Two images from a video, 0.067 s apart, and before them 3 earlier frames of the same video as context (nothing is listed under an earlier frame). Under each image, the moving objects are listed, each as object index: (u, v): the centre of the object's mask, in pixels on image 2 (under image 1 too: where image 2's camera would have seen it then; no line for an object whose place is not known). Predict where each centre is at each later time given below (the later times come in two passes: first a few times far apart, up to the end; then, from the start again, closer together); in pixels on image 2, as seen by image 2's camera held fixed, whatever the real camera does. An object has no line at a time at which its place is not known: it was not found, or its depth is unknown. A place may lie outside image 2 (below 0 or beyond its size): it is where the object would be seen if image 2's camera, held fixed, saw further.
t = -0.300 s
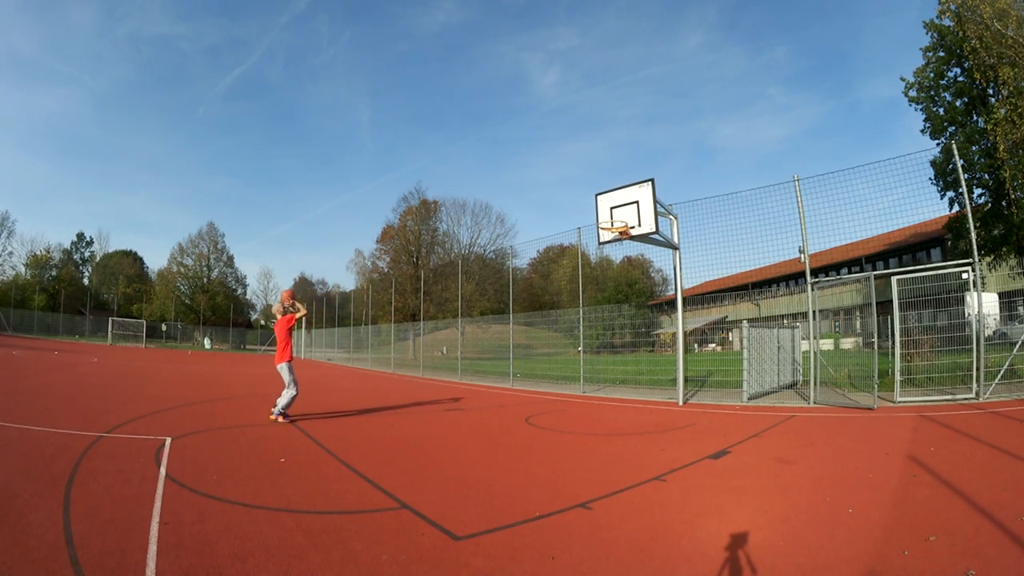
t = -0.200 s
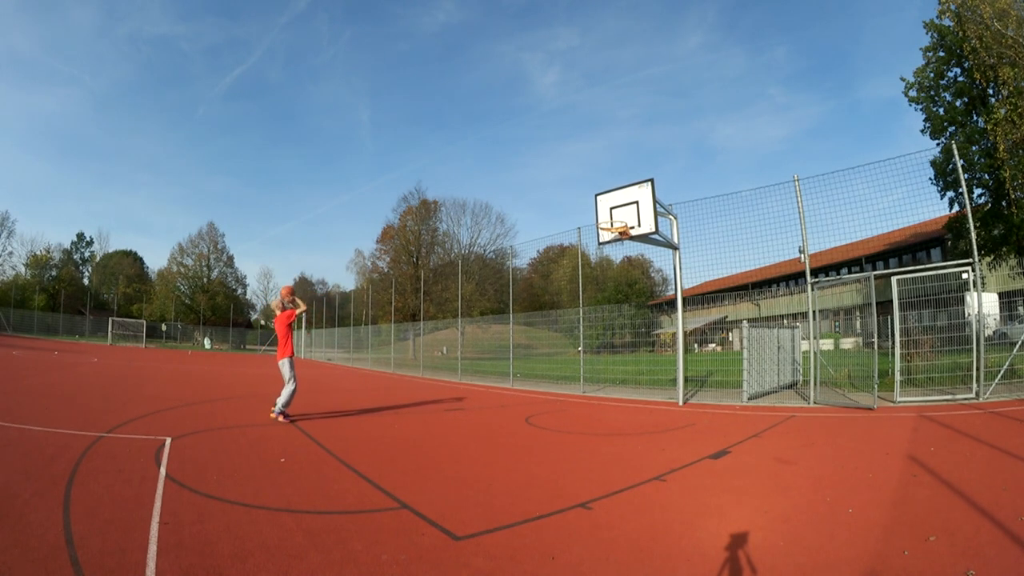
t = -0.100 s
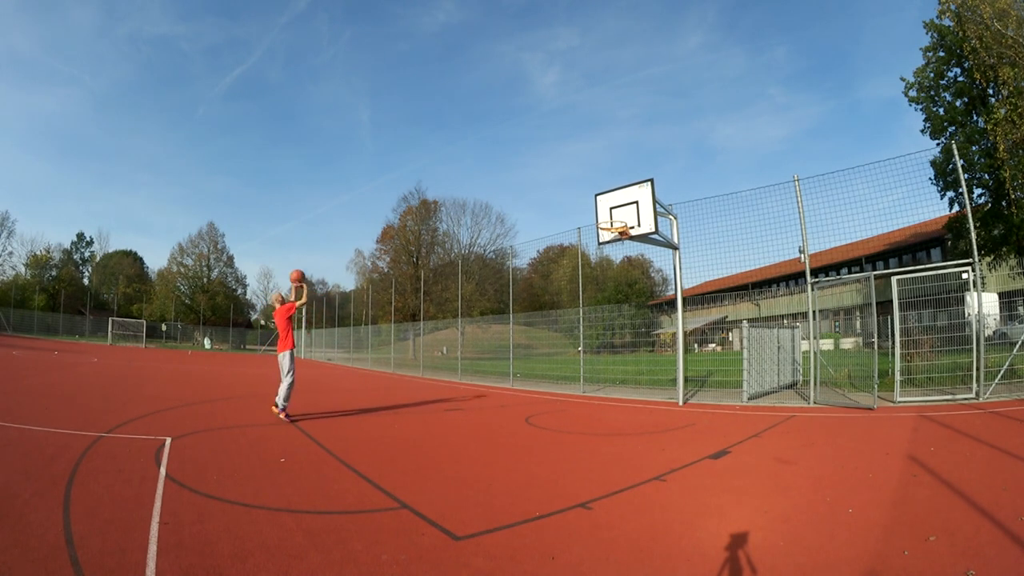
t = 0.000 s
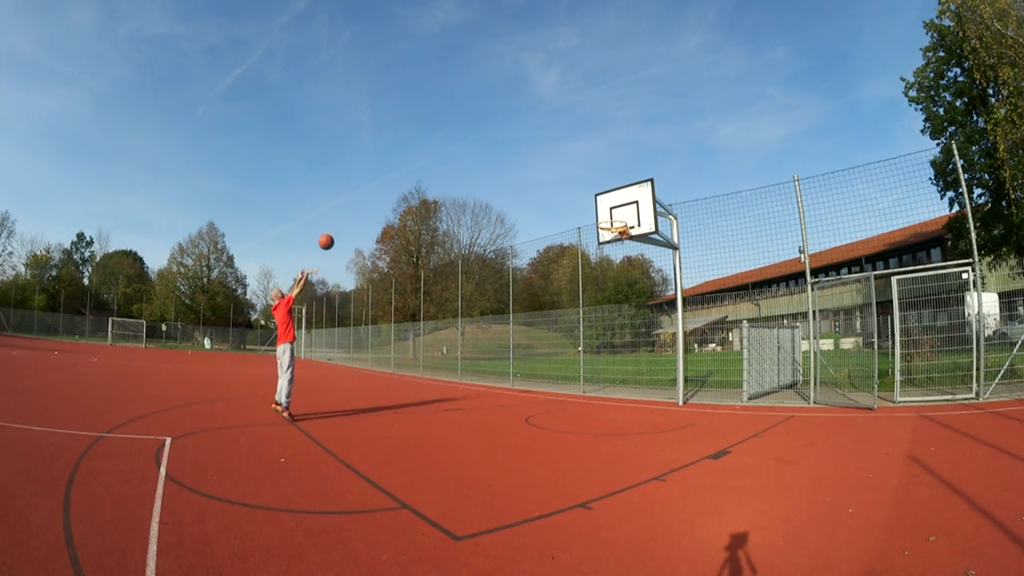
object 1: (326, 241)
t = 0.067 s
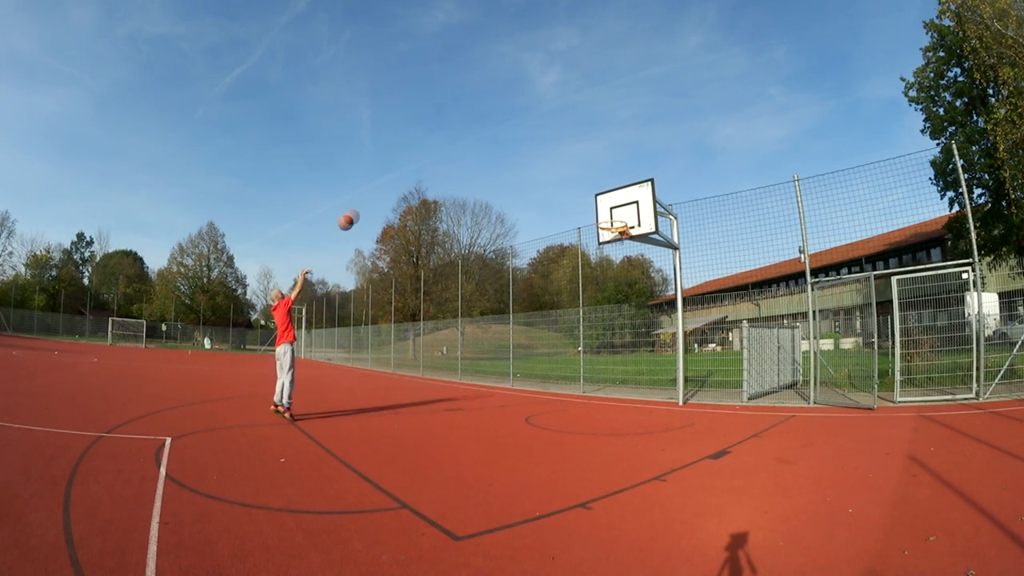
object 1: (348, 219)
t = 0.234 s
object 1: (399, 182)
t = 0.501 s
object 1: (478, 158)
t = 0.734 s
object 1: (543, 173)
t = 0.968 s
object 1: (605, 220)
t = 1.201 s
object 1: (618, 237)
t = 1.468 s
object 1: (600, 266)
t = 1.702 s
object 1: (583, 332)
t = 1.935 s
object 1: (567, 401)
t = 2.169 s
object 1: (556, 339)
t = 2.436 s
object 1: (543, 310)
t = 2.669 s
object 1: (532, 323)
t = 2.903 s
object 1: (520, 372)
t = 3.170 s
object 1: (507, 382)
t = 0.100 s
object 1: (358, 211)
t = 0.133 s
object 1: (368, 203)
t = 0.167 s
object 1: (380, 194)
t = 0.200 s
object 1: (389, 188)
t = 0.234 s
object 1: (399, 182)
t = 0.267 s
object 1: (411, 176)
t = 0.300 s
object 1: (420, 172)
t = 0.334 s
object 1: (429, 168)
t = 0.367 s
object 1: (441, 164)
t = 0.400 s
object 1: (449, 161)
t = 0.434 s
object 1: (459, 160)
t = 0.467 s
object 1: (470, 158)
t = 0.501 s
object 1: (478, 158)
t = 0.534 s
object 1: (488, 158)
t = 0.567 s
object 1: (498, 159)
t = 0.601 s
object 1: (506, 161)
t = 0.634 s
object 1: (515, 163)
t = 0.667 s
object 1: (526, 166)
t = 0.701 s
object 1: (534, 169)
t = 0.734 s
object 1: (543, 173)
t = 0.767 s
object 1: (553, 178)
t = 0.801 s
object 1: (561, 183)
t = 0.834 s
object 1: (570, 189)
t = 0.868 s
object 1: (580, 197)
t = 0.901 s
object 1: (588, 204)
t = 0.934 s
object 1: (597, 213)
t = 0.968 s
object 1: (605, 220)
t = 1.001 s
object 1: (616, 229)
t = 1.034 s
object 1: (623, 234)
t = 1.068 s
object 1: (624, 235)
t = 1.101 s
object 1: (624, 236)
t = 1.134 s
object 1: (622, 235)
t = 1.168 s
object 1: (621, 235)
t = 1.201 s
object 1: (618, 237)
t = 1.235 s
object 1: (615, 238)
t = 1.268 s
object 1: (613, 240)
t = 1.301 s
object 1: (611, 243)
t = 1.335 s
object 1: (608, 247)
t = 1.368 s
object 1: (606, 250)
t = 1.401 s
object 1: (604, 255)
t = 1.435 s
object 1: (602, 261)
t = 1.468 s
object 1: (600, 266)
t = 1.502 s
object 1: (597, 274)
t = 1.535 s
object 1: (595, 282)
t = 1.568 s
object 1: (593, 290)
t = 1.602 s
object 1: (591, 299)
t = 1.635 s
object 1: (588, 311)
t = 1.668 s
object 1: (587, 318)
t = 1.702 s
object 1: (583, 332)
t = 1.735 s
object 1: (581, 347)
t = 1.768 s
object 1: (579, 359)
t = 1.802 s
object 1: (576, 372)
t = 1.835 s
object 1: (573, 389)
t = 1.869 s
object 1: (572, 399)
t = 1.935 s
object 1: (567, 401)
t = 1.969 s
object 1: (565, 388)
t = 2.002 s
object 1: (564, 381)
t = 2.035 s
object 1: (562, 370)
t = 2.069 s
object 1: (561, 362)
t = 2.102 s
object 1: (559, 354)
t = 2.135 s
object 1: (557, 346)
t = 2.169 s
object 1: (556, 339)
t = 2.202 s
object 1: (555, 333)
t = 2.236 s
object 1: (552, 327)
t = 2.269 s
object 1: (551, 323)
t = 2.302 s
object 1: (549, 319)
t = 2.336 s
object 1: (548, 315)
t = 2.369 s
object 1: (546, 313)
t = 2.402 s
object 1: (545, 311)
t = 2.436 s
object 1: (543, 310)
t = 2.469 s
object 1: (541, 310)
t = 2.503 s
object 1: (540, 310)
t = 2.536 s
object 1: (538, 311)
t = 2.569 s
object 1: (536, 313)
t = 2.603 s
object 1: (535, 316)
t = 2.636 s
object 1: (533, 319)
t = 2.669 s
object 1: (532, 323)
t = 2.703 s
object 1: (530, 328)
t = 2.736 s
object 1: (528, 334)
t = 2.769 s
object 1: (527, 340)
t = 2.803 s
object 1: (525, 347)
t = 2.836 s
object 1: (523, 355)
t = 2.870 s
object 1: (522, 363)
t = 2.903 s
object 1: (520, 372)
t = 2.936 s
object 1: (519, 384)
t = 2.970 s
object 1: (518, 394)
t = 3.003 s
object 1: (516, 404)
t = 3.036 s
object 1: (514, 414)
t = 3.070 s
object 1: (512, 407)
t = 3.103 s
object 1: (511, 399)
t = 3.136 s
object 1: (509, 389)
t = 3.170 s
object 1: (507, 382)
